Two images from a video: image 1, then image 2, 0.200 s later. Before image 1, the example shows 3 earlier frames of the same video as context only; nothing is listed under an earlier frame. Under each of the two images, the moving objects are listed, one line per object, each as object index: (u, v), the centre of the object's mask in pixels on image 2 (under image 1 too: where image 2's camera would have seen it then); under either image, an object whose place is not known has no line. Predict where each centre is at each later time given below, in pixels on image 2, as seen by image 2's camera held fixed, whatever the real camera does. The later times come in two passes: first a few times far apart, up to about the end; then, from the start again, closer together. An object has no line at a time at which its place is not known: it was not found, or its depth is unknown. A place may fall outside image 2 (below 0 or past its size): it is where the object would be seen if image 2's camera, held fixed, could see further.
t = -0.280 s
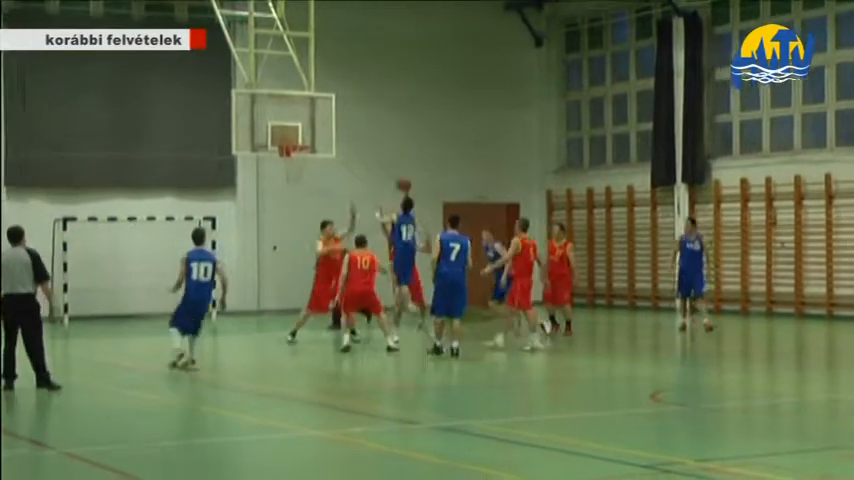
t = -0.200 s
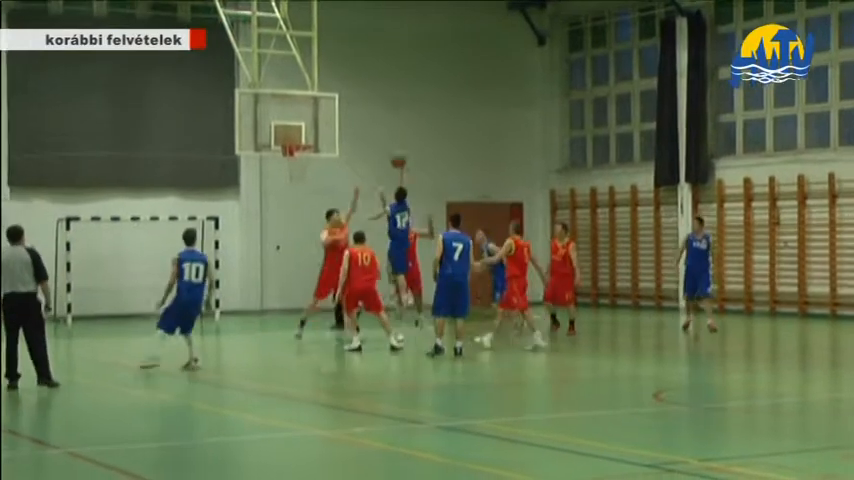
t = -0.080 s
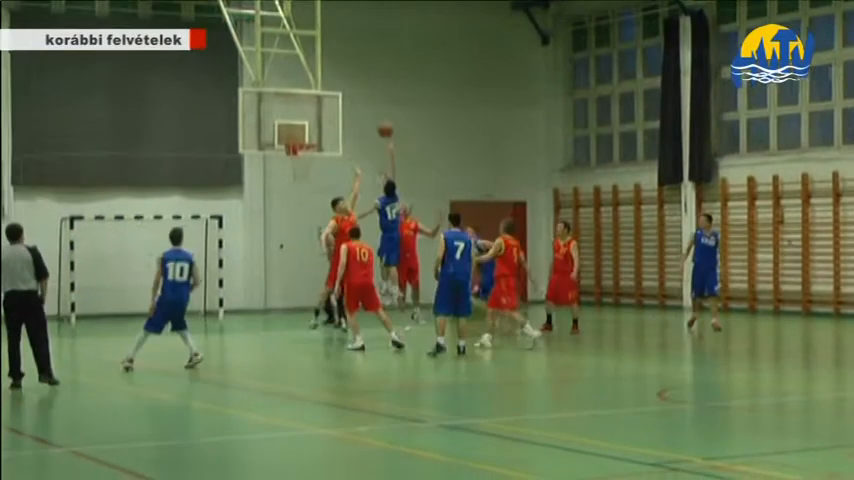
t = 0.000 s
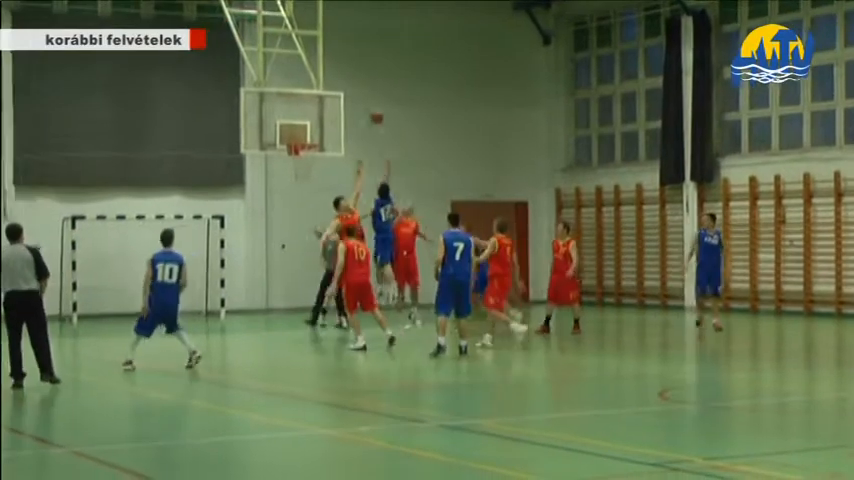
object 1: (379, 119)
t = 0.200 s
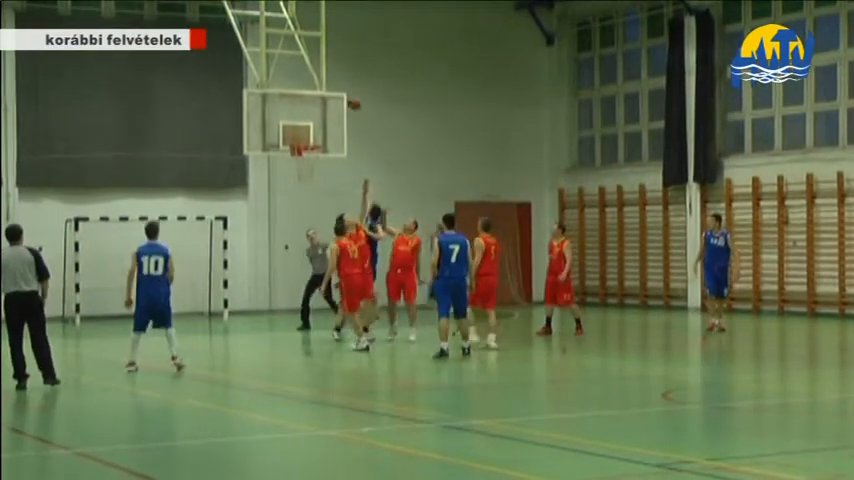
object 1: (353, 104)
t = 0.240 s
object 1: (348, 102)
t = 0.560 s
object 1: (310, 137)
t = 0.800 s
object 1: (294, 140)
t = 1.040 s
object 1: (302, 137)
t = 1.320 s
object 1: (308, 161)
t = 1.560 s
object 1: (307, 165)
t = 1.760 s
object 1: (304, 175)
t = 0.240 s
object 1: (348, 102)
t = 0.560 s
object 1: (310, 137)
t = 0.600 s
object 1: (308, 136)
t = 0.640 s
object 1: (307, 137)
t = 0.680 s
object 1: (303, 135)
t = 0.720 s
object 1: (301, 136)
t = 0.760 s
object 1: (298, 138)
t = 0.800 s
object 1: (294, 140)
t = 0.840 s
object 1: (294, 140)
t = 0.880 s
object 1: (296, 138)
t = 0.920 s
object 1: (297, 139)
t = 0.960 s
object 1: (297, 137)
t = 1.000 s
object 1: (300, 136)
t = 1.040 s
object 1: (302, 137)
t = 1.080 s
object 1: (302, 139)
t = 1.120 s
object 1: (303, 142)
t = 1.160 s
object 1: (305, 144)
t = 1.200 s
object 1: (302, 155)
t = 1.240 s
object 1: (307, 154)
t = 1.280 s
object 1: (309, 157)
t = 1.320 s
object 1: (308, 161)
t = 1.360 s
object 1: (308, 162)
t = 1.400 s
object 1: (308, 162)
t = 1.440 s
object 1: (308, 163)
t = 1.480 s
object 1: (308, 163)
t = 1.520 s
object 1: (307, 164)
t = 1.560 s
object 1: (307, 165)
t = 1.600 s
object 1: (306, 167)
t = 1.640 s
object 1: (306, 168)
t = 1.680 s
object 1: (306, 170)
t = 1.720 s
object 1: (305, 172)
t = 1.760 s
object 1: (304, 175)
